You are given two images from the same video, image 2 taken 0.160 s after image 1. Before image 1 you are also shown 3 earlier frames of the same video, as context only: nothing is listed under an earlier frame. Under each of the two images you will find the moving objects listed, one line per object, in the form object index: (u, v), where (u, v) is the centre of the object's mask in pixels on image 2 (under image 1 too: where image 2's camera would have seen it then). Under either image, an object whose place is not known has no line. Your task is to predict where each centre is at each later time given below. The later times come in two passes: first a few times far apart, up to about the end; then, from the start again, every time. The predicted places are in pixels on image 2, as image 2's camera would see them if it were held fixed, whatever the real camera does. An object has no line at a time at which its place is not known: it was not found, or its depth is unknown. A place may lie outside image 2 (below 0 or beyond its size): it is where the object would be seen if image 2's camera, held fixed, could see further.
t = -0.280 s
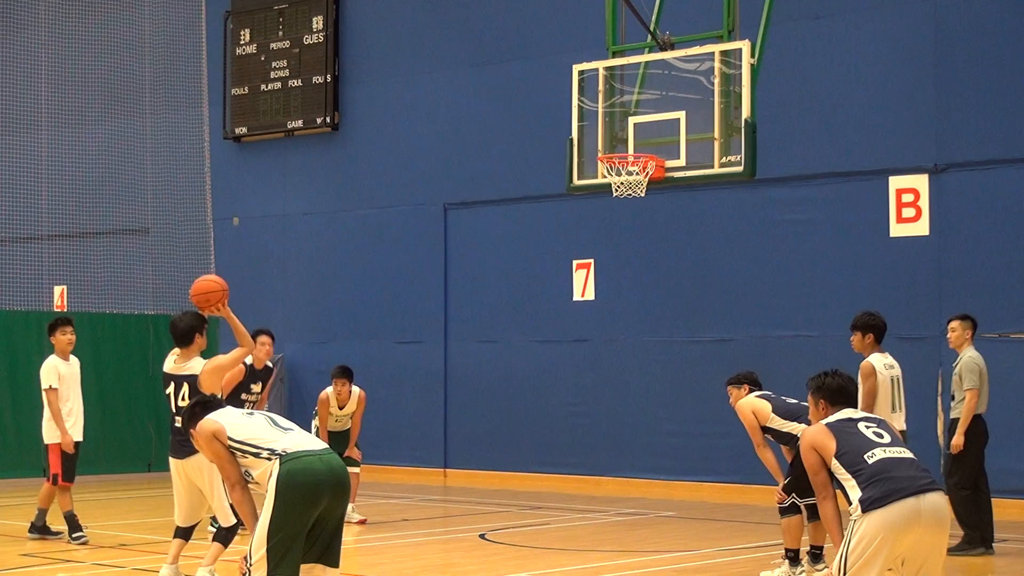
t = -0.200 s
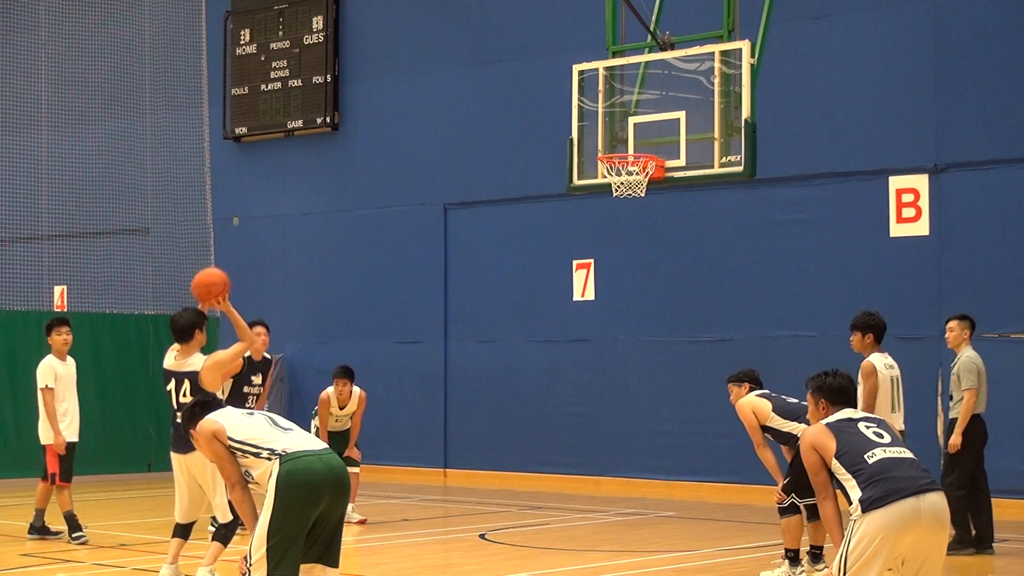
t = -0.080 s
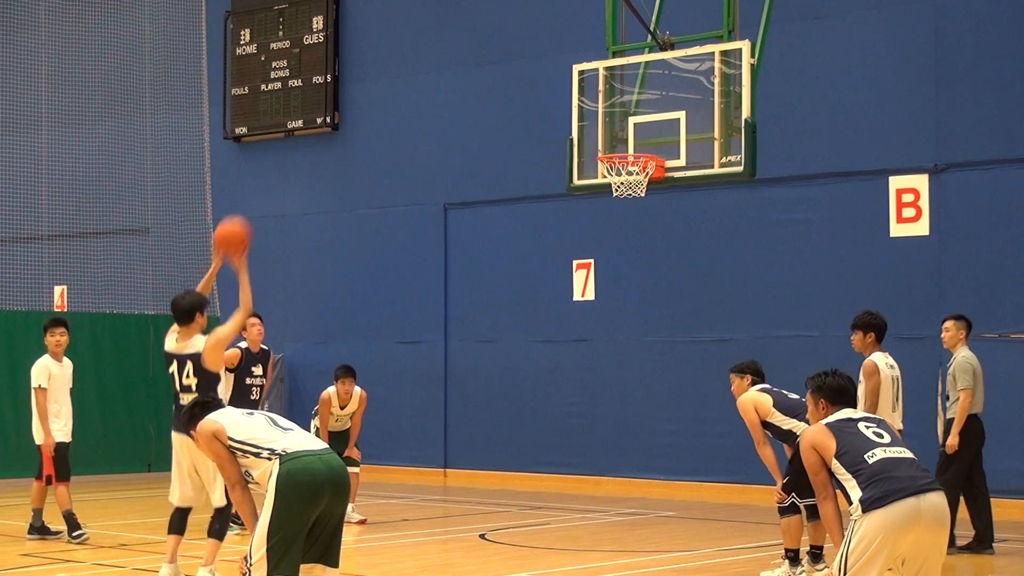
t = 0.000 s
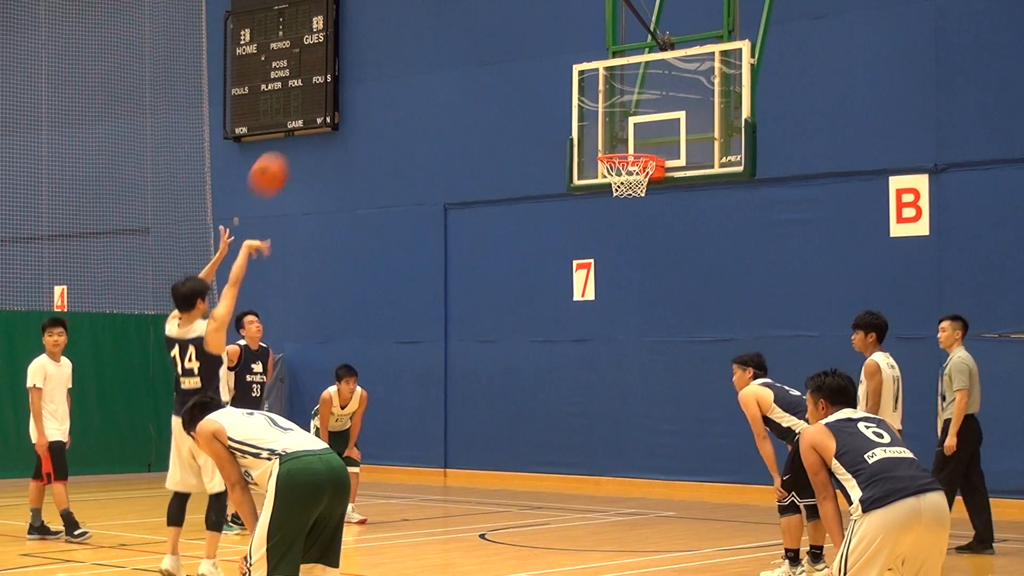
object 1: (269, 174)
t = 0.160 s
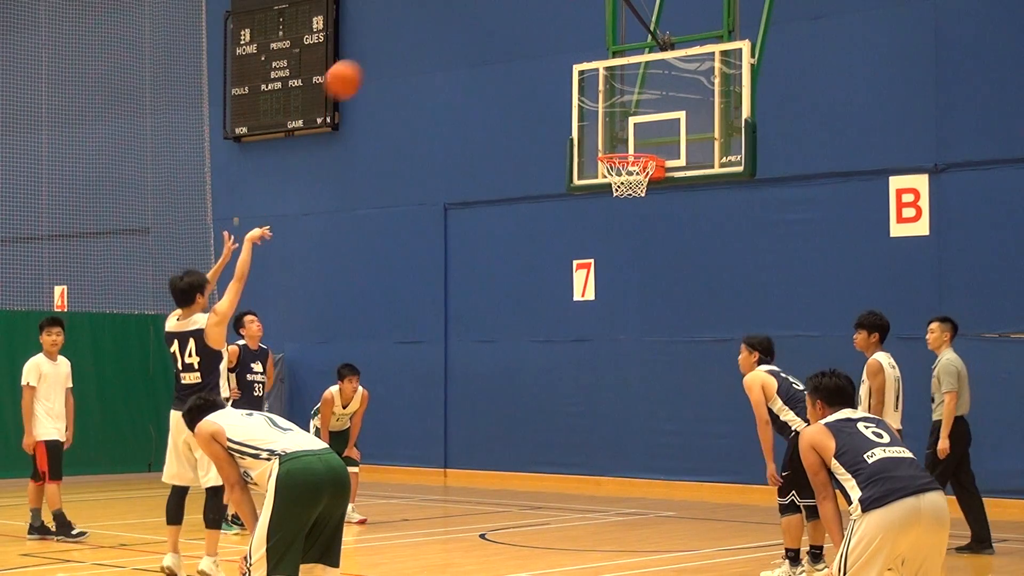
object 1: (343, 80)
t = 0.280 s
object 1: (396, 35)
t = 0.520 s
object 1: (491, 12)
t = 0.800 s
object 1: (590, 70)
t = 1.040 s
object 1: (661, 122)
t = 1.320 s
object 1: (732, 109)
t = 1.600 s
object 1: (807, 195)
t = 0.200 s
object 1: (361, 62)
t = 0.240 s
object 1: (378, 48)
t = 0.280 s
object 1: (396, 35)
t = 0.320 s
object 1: (412, 25)
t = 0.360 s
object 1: (428, 18)
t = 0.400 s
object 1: (444, 14)
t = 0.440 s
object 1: (460, 12)
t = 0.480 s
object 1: (476, 11)
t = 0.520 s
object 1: (491, 12)
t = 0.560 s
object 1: (506, 13)
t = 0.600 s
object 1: (520, 17)
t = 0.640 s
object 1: (535, 24)
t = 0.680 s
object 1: (549, 33)
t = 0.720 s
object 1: (563, 44)
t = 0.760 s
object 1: (576, 55)
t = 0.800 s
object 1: (590, 70)
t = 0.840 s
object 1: (603, 87)
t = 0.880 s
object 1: (616, 104)
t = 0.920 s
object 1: (628, 123)
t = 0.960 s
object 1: (642, 141)
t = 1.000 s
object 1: (651, 132)
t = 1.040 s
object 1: (661, 122)
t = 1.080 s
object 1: (671, 115)
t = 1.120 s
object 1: (682, 109)
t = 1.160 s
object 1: (692, 105)
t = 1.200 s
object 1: (701, 103)
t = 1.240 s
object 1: (712, 104)
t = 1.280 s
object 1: (723, 106)
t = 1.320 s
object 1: (732, 109)
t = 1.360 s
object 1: (743, 116)
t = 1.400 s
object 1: (754, 124)
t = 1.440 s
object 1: (765, 134)
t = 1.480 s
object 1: (775, 146)
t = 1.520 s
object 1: (786, 160)
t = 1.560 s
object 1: (797, 176)
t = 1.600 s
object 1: (807, 195)
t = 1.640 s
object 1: (818, 216)
